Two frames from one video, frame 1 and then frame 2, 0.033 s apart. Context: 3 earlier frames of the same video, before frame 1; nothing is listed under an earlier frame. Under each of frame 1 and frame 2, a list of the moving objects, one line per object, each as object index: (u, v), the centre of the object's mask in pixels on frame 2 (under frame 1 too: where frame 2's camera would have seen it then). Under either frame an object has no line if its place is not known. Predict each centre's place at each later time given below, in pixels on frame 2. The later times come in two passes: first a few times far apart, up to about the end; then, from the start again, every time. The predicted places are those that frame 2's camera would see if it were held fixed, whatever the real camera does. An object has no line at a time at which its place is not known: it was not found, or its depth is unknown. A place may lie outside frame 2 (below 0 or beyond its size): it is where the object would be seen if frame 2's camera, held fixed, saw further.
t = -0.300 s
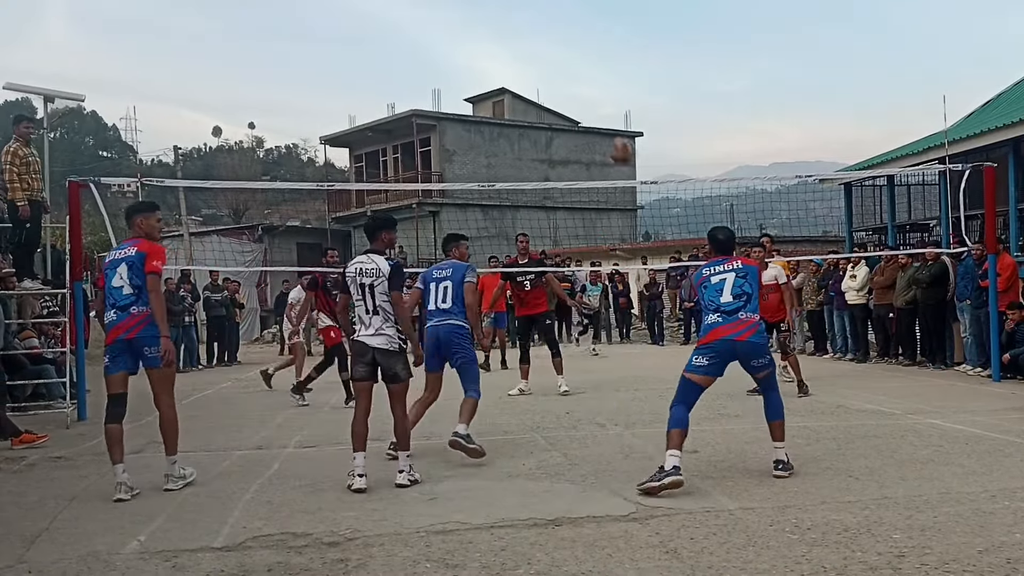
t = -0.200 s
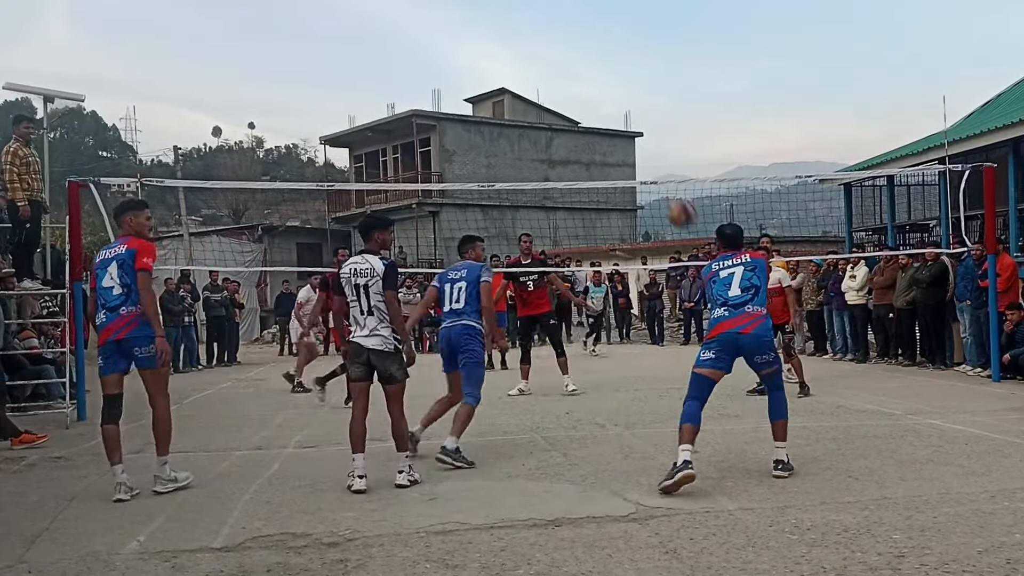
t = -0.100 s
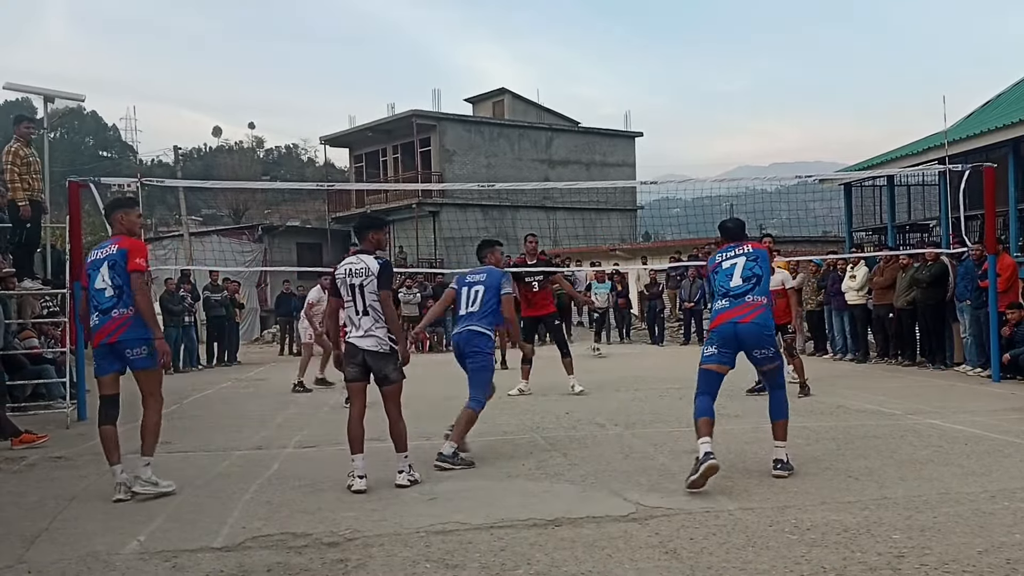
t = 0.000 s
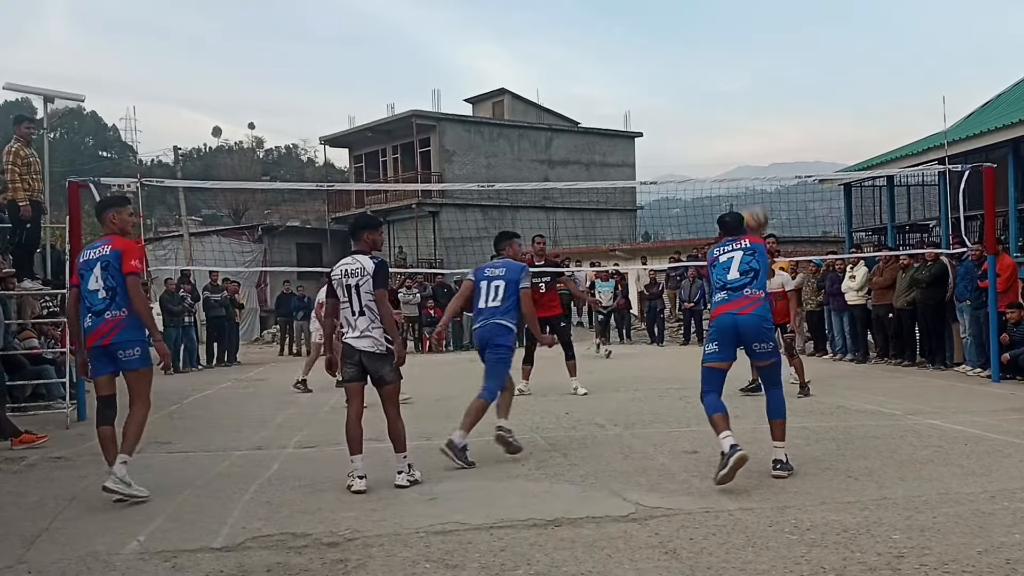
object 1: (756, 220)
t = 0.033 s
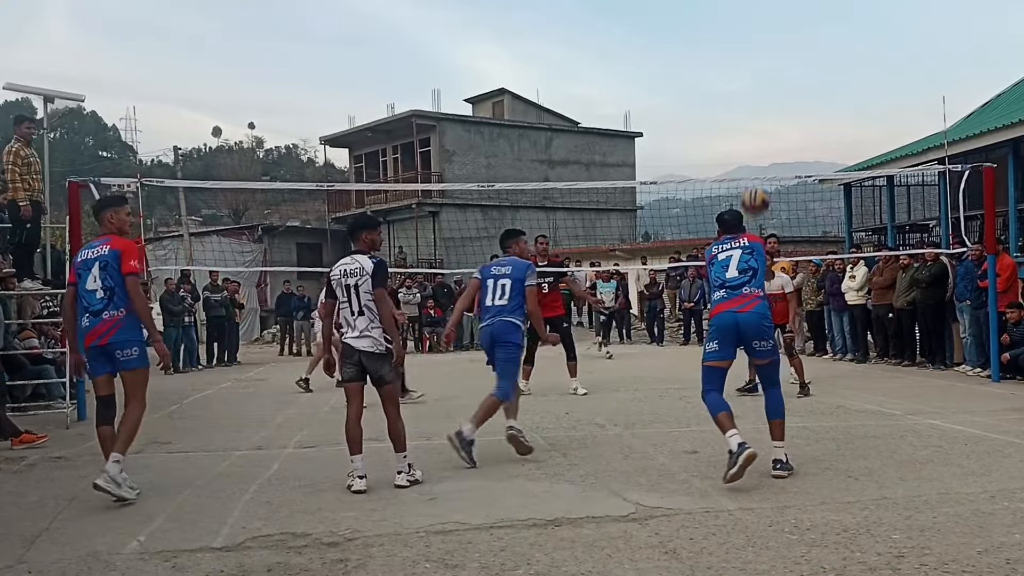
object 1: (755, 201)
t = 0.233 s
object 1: (767, 117)
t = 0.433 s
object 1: (780, 90)
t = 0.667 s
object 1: (796, 116)
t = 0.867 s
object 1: (808, 178)
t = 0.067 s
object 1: (757, 183)
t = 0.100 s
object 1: (759, 166)
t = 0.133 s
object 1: (761, 151)
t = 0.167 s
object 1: (763, 138)
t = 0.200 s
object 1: (765, 127)
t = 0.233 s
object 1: (767, 117)
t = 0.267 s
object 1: (770, 108)
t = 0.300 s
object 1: (772, 102)
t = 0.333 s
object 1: (774, 97)
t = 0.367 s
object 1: (776, 93)
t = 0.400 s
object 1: (778, 91)
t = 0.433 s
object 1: (780, 90)
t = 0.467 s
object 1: (782, 90)
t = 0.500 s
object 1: (785, 92)
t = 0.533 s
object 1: (787, 94)
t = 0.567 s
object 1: (789, 98)
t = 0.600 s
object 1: (791, 103)
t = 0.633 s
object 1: (793, 109)
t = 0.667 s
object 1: (796, 116)
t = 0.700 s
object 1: (798, 124)
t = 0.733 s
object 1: (799, 133)
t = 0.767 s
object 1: (802, 142)
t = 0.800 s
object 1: (804, 153)
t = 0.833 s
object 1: (806, 164)
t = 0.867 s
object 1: (808, 178)
